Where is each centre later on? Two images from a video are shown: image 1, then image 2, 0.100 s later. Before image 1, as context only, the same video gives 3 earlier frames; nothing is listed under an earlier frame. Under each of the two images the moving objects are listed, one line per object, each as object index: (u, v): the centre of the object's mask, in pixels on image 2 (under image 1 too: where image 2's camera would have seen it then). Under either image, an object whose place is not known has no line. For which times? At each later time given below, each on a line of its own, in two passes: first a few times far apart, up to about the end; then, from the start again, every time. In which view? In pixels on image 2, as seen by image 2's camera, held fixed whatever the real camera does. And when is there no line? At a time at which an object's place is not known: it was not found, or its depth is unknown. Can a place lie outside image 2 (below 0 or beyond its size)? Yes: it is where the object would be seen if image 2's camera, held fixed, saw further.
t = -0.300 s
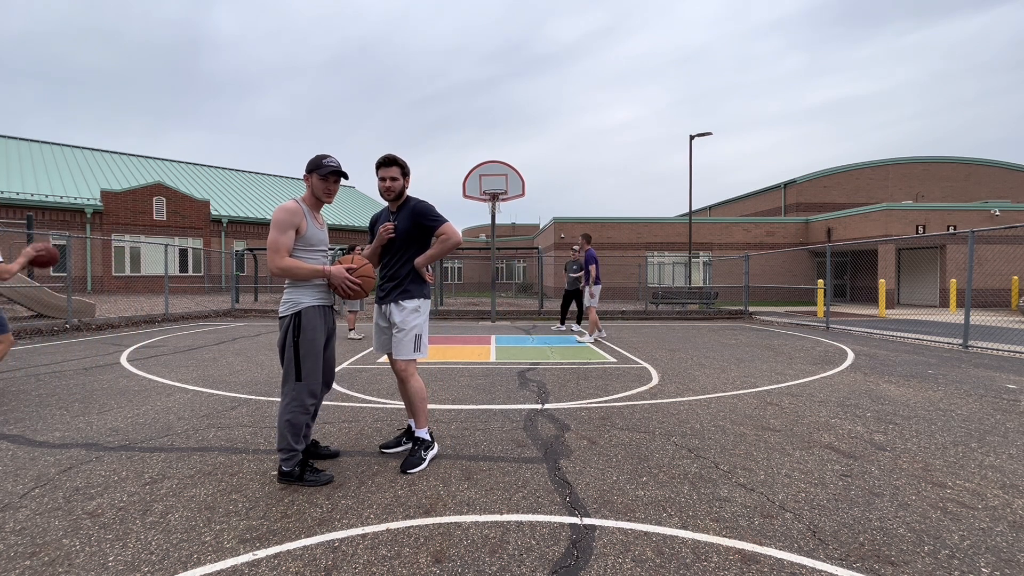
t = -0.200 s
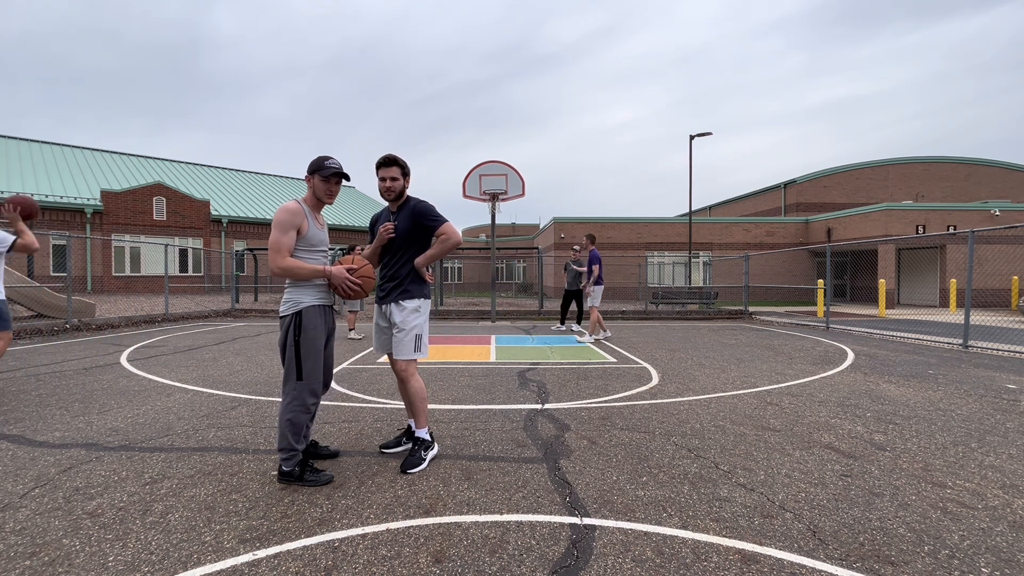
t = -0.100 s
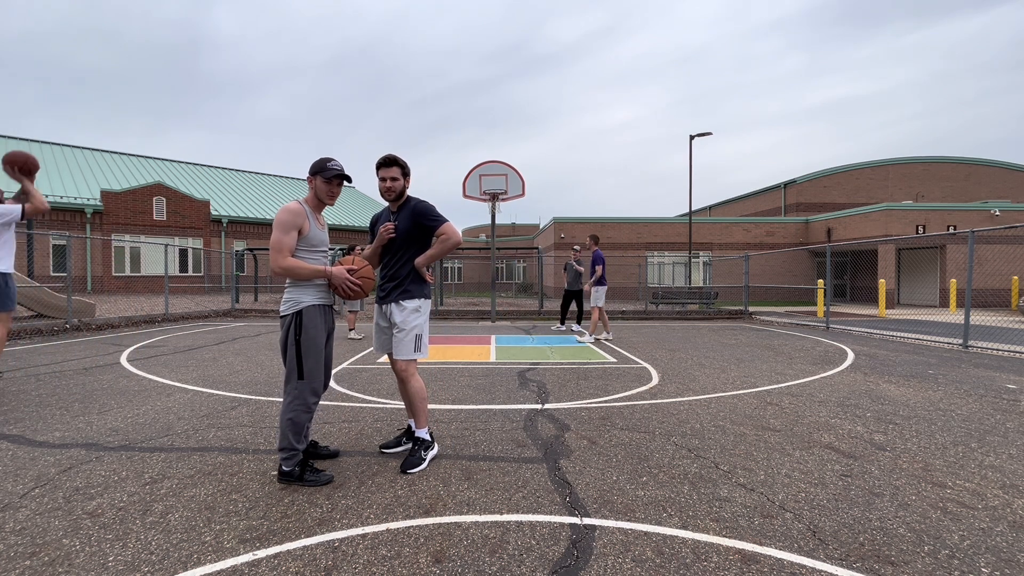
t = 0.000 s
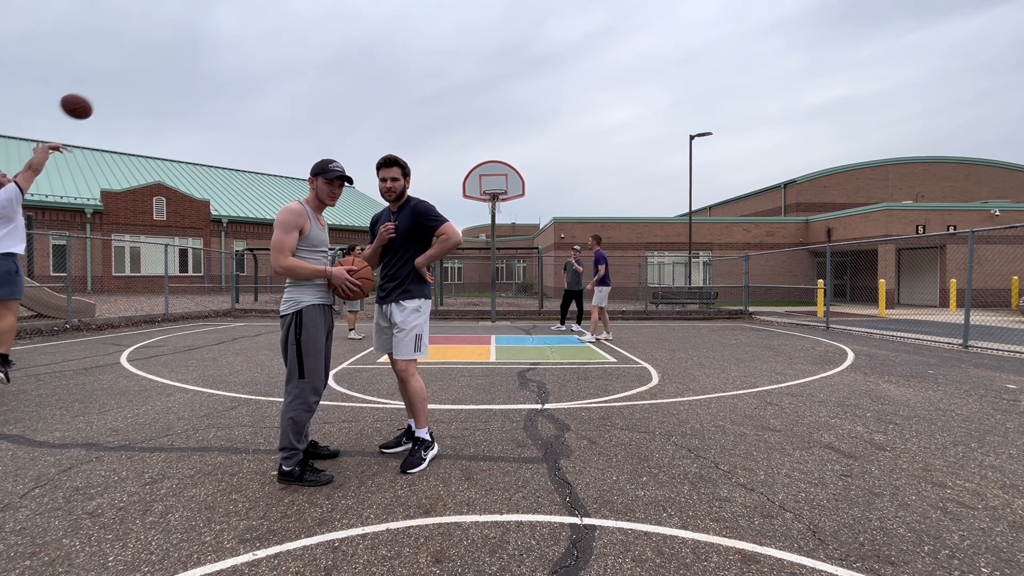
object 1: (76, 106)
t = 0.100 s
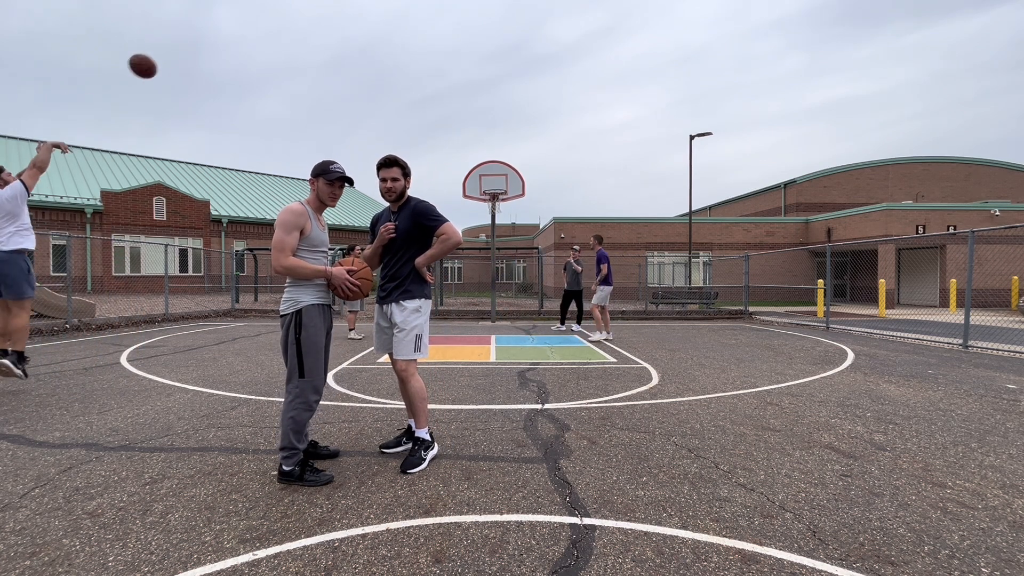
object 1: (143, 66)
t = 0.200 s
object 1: (198, 40)
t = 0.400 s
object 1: (286, 21)
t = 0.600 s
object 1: (353, 31)
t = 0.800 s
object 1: (405, 62)
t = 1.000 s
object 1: (448, 109)
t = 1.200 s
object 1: (483, 166)
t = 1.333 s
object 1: (497, 179)
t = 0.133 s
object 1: (162, 56)
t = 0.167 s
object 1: (181, 47)
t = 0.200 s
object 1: (198, 40)
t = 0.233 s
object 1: (215, 34)
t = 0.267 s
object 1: (231, 29)
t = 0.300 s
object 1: (245, 26)
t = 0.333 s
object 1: (260, 23)
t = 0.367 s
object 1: (273, 21)
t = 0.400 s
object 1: (286, 21)
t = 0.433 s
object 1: (299, 21)
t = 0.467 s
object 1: (310, 21)
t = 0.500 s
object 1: (322, 23)
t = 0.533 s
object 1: (332, 25)
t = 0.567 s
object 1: (343, 27)
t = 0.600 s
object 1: (353, 31)
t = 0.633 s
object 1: (362, 35)
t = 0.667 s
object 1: (372, 40)
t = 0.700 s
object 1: (381, 45)
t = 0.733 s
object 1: (389, 50)
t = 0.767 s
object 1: (397, 56)
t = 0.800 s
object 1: (405, 62)
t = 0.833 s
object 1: (413, 69)
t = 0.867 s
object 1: (420, 76)
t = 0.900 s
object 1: (428, 84)
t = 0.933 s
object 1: (435, 92)
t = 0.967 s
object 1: (441, 100)
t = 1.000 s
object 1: (448, 109)
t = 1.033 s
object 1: (454, 118)
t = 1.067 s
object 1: (460, 127)
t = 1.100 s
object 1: (466, 136)
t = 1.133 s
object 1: (472, 146)
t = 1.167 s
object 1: (478, 156)
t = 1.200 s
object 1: (483, 166)
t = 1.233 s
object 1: (489, 177)
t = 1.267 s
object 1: (493, 184)
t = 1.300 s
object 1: (495, 182)
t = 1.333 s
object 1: (497, 179)
